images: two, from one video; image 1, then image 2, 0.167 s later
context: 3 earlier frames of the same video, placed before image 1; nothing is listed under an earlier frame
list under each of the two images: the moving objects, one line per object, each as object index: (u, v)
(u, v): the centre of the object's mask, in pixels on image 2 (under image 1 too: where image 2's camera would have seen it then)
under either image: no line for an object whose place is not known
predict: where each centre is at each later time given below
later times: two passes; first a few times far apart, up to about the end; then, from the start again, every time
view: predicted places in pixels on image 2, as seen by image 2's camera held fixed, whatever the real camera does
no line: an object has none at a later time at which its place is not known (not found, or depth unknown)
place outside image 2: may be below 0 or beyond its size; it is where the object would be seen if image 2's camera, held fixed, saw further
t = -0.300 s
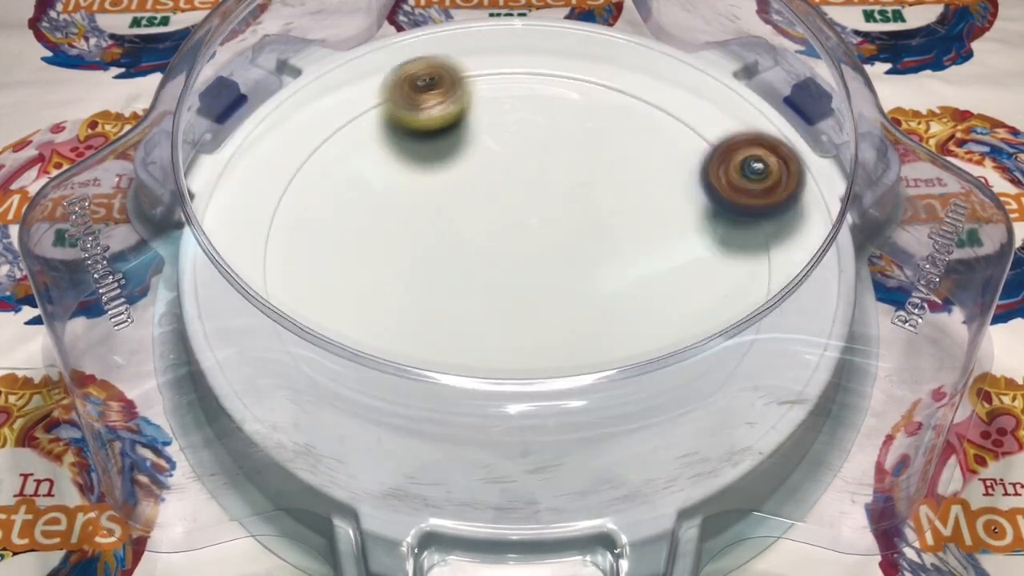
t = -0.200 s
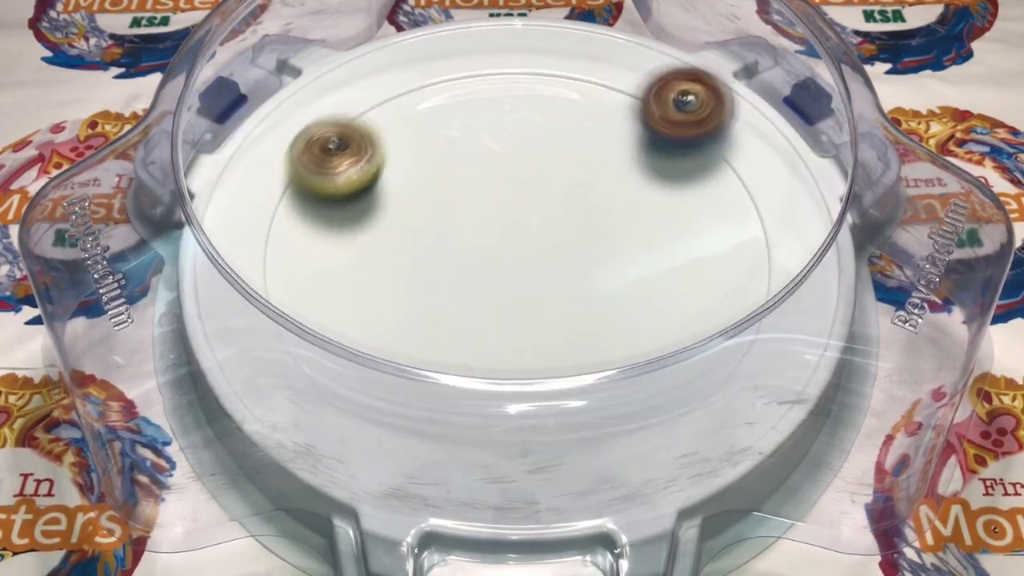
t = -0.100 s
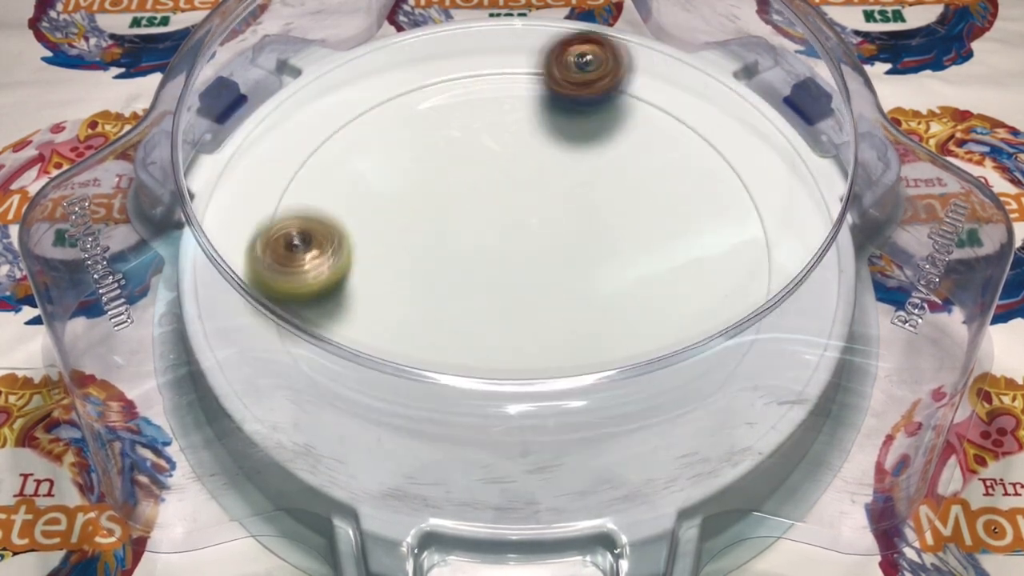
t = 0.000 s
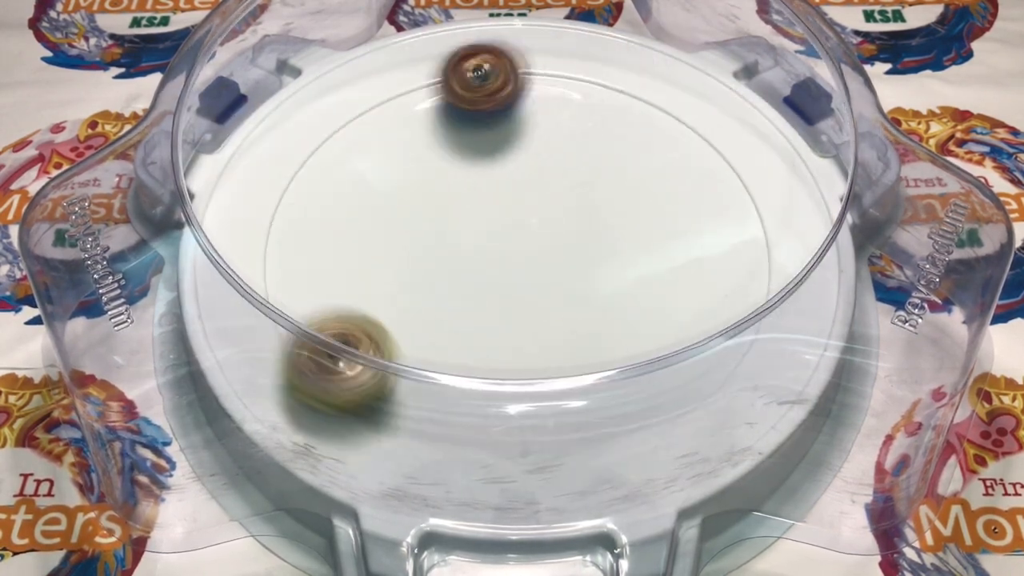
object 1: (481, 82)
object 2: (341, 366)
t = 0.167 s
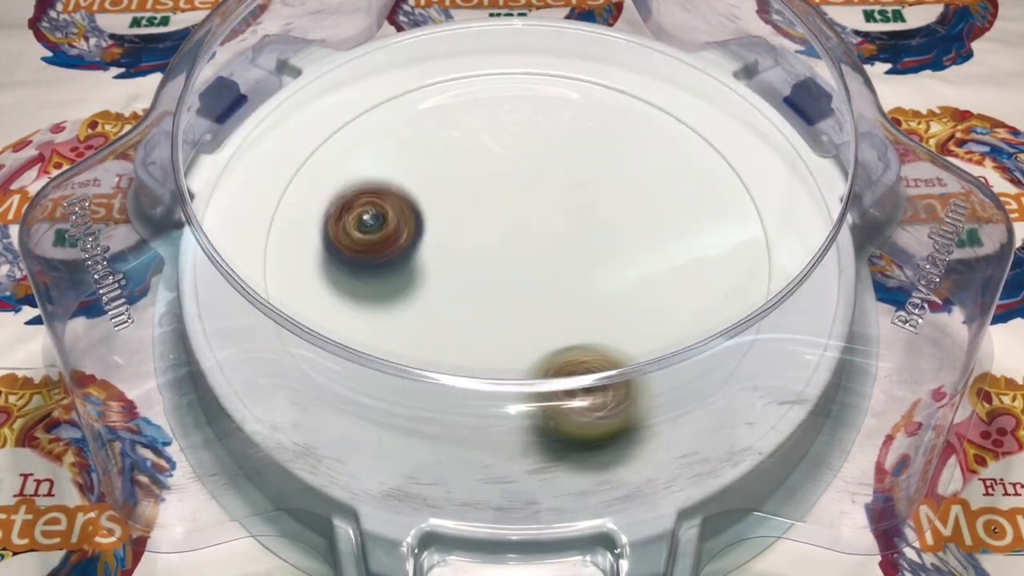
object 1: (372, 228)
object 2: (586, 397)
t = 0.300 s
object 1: (422, 356)
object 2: (725, 296)
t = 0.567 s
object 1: (691, 345)
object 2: (642, 88)
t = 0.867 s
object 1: (608, 127)
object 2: (359, 126)
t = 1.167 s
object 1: (291, 240)
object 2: (407, 389)
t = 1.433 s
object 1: (538, 407)
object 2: (741, 298)
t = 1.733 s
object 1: (646, 128)
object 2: (569, 65)
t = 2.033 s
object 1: (373, 94)
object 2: (296, 198)
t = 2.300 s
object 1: (389, 283)
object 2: (469, 430)
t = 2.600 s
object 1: (607, 233)
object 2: (834, 239)
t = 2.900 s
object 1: (438, 89)
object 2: (582, 270)
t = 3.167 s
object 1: (359, 180)
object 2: (371, 269)
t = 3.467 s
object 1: (505, 106)
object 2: (455, 427)
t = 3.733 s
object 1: (590, 162)
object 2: (537, 243)
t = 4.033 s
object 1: (628, 207)
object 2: (479, 129)
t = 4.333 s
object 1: (527, 262)
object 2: (522, 126)
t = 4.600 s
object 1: (446, 245)
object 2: (594, 183)
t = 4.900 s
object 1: (479, 196)
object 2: (625, 266)
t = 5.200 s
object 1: (564, 194)
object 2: (569, 325)
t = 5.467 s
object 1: (599, 244)
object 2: (484, 318)
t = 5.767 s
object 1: (518, 308)
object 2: (420, 255)
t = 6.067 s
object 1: (404, 260)
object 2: (460, 182)
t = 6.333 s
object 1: (428, 176)
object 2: (531, 149)
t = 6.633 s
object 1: (455, 165)
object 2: (699, 182)
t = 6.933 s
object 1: (528, 249)
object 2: (674, 256)
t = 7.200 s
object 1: (467, 291)
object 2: (590, 328)
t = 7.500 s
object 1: (497, 240)
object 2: (460, 324)
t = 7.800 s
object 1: (563, 174)
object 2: (412, 224)
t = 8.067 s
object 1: (597, 177)
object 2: (488, 151)
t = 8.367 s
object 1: (607, 276)
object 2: (603, 151)
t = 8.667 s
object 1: (610, 332)
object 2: (643, 241)
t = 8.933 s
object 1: (538, 332)
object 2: (594, 266)
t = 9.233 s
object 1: (490, 282)
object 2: (568, 206)
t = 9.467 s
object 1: (491, 268)
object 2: (588, 177)
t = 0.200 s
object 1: (372, 263)
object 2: (634, 382)
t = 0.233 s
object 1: (382, 299)
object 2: (672, 353)
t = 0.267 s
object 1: (399, 326)
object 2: (703, 328)
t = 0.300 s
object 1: (422, 356)
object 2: (725, 296)
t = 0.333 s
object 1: (455, 375)
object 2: (741, 266)
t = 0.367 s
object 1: (484, 395)
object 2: (747, 234)
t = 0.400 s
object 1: (519, 401)
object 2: (743, 203)
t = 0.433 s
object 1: (555, 397)
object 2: (732, 173)
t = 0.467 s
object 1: (593, 393)
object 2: (716, 145)
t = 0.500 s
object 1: (632, 380)
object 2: (695, 121)
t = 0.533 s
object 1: (660, 368)
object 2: (670, 102)
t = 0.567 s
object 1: (691, 345)
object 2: (642, 88)
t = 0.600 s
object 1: (711, 318)
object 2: (611, 78)
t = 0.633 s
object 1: (725, 289)
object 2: (578, 72)
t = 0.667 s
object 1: (737, 260)
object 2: (546, 70)
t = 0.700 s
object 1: (736, 230)
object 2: (513, 71)
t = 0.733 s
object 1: (724, 201)
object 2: (480, 75)
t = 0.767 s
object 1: (704, 178)
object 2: (447, 82)
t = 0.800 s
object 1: (676, 155)
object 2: (415, 93)
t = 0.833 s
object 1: (641, 139)
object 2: (385, 107)
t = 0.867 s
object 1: (608, 127)
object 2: (359, 126)
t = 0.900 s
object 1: (563, 121)
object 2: (337, 148)
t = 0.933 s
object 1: (524, 119)
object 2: (319, 175)
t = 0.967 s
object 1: (478, 120)
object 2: (307, 202)
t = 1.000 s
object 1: (439, 128)
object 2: (301, 234)
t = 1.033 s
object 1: (397, 139)
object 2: (304, 266)
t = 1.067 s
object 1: (362, 159)
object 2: (320, 294)
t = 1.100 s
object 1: (330, 180)
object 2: (337, 329)
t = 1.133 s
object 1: (307, 210)
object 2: (365, 366)
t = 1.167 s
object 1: (291, 240)
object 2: (407, 389)
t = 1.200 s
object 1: (289, 270)
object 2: (453, 408)
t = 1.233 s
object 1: (290, 303)
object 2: (504, 426)
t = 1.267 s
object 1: (308, 342)
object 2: (556, 424)
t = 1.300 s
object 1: (351, 363)
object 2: (607, 417)
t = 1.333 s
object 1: (395, 386)
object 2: (652, 393)
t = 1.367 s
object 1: (443, 400)
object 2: (693, 366)
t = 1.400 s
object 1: (494, 410)
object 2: (728, 335)
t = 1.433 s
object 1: (538, 407)
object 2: (741, 298)
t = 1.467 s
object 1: (585, 391)
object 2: (748, 265)
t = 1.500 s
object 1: (619, 370)
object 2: (751, 227)
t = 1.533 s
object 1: (650, 329)
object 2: (747, 193)
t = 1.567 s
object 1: (671, 308)
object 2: (735, 160)
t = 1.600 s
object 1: (687, 266)
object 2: (707, 134)
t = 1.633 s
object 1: (689, 233)
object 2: (677, 110)
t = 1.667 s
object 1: (681, 193)
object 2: (645, 88)
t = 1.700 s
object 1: (669, 159)
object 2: (610, 72)
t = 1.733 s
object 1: (646, 128)
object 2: (569, 65)
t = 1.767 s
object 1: (621, 101)
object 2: (529, 64)
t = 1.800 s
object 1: (594, 81)
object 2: (489, 68)
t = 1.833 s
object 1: (561, 64)
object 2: (451, 75)
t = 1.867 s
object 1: (530, 54)
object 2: (416, 87)
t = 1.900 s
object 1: (492, 48)
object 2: (383, 103)
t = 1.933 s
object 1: (460, 53)
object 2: (354, 121)
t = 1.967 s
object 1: (428, 65)
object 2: (330, 144)
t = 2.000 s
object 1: (398, 76)
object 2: (310, 171)
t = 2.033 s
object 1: (373, 94)
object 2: (296, 198)
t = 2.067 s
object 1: (349, 111)
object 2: (288, 229)
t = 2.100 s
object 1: (336, 131)
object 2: (290, 262)
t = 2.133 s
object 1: (327, 153)
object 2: (306, 290)
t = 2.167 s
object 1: (323, 176)
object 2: (319, 327)
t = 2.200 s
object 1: (330, 200)
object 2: (345, 361)
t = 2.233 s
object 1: (341, 228)
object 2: (380, 392)
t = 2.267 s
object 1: (362, 254)
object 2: (422, 419)
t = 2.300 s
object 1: (389, 283)
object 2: (469, 430)
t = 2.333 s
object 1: (416, 302)
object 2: (521, 433)
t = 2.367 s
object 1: (454, 317)
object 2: (573, 427)
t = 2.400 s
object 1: (488, 328)
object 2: (617, 418)
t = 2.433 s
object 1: (525, 329)
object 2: (659, 392)
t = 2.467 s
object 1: (570, 320)
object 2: (694, 365)
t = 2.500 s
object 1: (602, 311)
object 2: (724, 333)
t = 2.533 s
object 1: (629, 295)
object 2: (746, 302)
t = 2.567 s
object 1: (625, 264)
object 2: (787, 267)
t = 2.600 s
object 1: (607, 233)
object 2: (834, 239)
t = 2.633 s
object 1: (588, 204)
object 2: (842, 235)
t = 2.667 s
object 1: (570, 175)
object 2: (821, 245)
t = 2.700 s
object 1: (552, 152)
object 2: (792, 251)
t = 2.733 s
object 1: (534, 133)
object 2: (762, 256)
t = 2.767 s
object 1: (517, 119)
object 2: (733, 266)
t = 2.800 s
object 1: (499, 109)
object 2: (698, 270)
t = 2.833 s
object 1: (478, 100)
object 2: (660, 273)
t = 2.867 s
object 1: (457, 93)
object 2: (620, 272)
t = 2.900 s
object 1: (438, 89)
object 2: (582, 270)
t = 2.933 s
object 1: (419, 89)
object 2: (544, 268)
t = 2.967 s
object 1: (400, 92)
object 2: (510, 264)
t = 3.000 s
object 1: (381, 98)
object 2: (481, 262)
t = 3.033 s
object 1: (364, 109)
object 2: (453, 258)
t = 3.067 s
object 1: (353, 124)
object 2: (429, 256)
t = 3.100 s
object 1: (348, 142)
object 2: (405, 255)
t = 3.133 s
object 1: (350, 164)
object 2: (387, 256)
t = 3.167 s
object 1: (359, 180)
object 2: (371, 269)
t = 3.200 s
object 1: (374, 161)
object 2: (356, 311)
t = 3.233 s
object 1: (391, 144)
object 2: (341, 356)
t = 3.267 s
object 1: (408, 131)
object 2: (339, 389)
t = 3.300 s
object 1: (425, 120)
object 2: (355, 415)
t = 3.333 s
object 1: (442, 112)
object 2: (369, 436)
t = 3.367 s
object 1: (458, 107)
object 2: (391, 443)
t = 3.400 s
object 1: (475, 105)
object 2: (415, 442)
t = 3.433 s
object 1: (490, 104)
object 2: (437, 436)
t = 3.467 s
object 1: (505, 106)
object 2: (455, 427)
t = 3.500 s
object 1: (519, 109)
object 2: (472, 421)
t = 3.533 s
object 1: (533, 114)
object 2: (492, 393)
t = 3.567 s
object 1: (545, 120)
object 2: (507, 369)
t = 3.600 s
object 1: (557, 127)
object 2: (518, 344)
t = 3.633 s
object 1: (567, 135)
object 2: (527, 320)
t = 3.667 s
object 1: (576, 144)
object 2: (533, 294)
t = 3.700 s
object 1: (584, 152)
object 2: (537, 268)
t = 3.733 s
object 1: (590, 162)
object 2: (537, 243)
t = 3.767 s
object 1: (603, 163)
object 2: (527, 225)
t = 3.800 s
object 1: (618, 164)
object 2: (513, 211)
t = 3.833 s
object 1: (629, 168)
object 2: (503, 197)
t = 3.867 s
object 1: (636, 172)
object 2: (495, 184)
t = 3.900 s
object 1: (638, 178)
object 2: (490, 171)
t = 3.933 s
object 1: (639, 184)
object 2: (486, 158)
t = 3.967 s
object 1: (636, 192)
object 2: (483, 147)
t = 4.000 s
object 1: (633, 200)
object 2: (480, 137)
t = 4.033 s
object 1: (628, 207)
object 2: (479, 129)
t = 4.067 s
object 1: (621, 215)
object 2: (479, 122)
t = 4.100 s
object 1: (613, 223)
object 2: (482, 118)
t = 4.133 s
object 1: (604, 229)
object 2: (485, 115)
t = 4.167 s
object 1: (593, 235)
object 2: (489, 114)
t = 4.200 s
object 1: (582, 241)
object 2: (494, 113)
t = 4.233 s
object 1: (570, 247)
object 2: (500, 114)
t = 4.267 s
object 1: (556, 254)
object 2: (506, 117)
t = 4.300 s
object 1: (542, 259)
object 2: (514, 121)
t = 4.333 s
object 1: (527, 262)
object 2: (522, 126)
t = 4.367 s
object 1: (513, 265)
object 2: (529, 132)
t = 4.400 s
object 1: (500, 265)
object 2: (537, 138)
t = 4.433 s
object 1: (487, 264)
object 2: (546, 145)
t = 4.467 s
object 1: (477, 263)
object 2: (555, 152)
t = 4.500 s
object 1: (467, 261)
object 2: (565, 160)
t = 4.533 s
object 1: (459, 256)
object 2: (575, 167)
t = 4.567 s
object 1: (452, 251)
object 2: (585, 175)
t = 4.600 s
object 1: (446, 245)
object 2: (594, 183)
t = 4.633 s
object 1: (442, 239)
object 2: (602, 192)
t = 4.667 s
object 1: (439, 232)
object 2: (609, 200)
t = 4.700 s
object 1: (440, 225)
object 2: (616, 209)
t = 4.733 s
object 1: (444, 220)
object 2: (622, 218)
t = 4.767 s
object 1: (450, 215)
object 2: (626, 227)
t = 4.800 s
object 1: (456, 210)
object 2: (629, 236)
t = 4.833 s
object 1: (464, 205)
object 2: (629, 246)
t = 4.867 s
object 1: (471, 200)
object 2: (627, 256)
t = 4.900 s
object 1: (479, 196)
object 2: (625, 266)
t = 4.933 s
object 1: (487, 192)
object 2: (621, 275)
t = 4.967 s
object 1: (495, 190)
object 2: (617, 283)
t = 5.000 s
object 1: (504, 190)
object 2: (613, 291)
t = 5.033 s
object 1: (515, 189)
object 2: (608, 299)
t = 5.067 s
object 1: (526, 188)
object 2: (602, 306)
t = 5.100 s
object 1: (536, 186)
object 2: (595, 312)
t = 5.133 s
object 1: (545, 187)
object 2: (588, 317)
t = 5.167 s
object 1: (554, 189)
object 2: (580, 322)
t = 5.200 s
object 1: (564, 194)
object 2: (569, 325)
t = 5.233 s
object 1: (573, 199)
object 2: (559, 327)
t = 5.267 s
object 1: (582, 203)
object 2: (549, 328)
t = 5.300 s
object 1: (590, 207)
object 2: (538, 328)
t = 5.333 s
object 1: (595, 212)
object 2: (527, 327)
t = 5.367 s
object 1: (597, 219)
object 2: (517, 326)
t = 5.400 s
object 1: (599, 228)
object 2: (506, 324)
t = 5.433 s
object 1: (599, 237)
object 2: (495, 321)
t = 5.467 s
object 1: (599, 244)
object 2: (484, 318)
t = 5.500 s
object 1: (598, 251)
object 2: (473, 313)
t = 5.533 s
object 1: (594, 259)
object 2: (463, 308)
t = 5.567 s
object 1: (587, 268)
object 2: (454, 302)
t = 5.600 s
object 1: (579, 277)
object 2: (445, 296)
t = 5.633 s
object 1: (570, 285)
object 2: (438, 289)
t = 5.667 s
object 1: (562, 293)
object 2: (431, 281)
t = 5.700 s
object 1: (550, 299)
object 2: (426, 273)
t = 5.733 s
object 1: (535, 304)
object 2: (423, 264)
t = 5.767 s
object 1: (518, 308)
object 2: (420, 255)
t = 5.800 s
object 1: (503, 310)
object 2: (420, 246)
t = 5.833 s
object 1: (488, 310)
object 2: (420, 237)
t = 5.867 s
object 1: (475, 308)
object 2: (422, 229)
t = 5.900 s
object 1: (459, 303)
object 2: (426, 220)
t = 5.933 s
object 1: (443, 296)
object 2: (430, 211)
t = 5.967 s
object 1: (430, 290)
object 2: (436, 203)
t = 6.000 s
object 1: (421, 282)
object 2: (443, 196)
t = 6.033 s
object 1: (412, 272)
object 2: (451, 189)
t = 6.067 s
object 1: (404, 260)
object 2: (460, 182)
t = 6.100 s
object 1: (398, 247)
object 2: (469, 175)
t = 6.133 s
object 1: (396, 236)
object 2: (477, 169)
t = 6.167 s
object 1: (397, 226)
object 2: (486, 163)
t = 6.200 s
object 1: (400, 213)
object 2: (494, 158)
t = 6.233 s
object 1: (403, 201)
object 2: (503, 155)
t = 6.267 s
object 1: (408, 191)
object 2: (512, 152)
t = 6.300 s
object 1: (417, 184)
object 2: (522, 150)
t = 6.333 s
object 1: (428, 176)
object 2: (531, 149)
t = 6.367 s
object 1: (439, 169)
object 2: (540, 149)
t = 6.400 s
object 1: (449, 163)
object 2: (549, 150)
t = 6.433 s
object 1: (448, 156)
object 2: (576, 155)
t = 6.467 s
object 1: (441, 149)
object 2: (608, 160)
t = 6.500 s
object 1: (434, 146)
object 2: (636, 165)
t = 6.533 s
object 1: (435, 149)
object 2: (657, 170)
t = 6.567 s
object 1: (441, 151)
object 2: (674, 174)
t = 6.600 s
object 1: (446, 156)
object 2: (688, 178)
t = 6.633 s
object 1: (455, 165)
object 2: (699, 182)
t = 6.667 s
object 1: (466, 172)
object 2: (706, 186)
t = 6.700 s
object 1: (475, 180)
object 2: (711, 192)
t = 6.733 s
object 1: (484, 191)
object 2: (714, 198)
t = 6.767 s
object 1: (495, 201)
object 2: (713, 206)
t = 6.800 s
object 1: (504, 209)
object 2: (711, 215)
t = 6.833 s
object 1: (511, 220)
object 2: (706, 225)
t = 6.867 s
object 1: (518, 231)
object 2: (698, 235)
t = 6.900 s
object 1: (525, 239)
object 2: (687, 246)
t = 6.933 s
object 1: (528, 249)
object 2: (674, 256)
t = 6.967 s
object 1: (530, 259)
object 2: (659, 266)
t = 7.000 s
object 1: (532, 267)
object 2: (644, 276)
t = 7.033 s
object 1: (530, 277)
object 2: (626, 286)
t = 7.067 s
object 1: (511, 283)
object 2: (622, 297)
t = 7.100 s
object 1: (498, 287)
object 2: (619, 307)
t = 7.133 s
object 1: (484, 289)
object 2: (613, 315)
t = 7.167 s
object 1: (473, 290)
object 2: (603, 321)
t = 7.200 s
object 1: (467, 291)
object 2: (590, 328)
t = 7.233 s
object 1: (461, 286)
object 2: (576, 332)
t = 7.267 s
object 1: (457, 282)
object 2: (563, 335)
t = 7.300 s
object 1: (460, 281)
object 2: (547, 337)
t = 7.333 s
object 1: (461, 271)
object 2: (531, 338)
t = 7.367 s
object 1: (466, 269)
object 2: (515, 336)
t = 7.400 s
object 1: (474, 263)
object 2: (500, 337)
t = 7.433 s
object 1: (481, 254)
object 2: (486, 335)
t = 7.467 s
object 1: (489, 251)
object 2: (472, 332)
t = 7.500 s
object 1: (497, 240)
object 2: (460, 324)
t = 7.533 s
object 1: (504, 233)
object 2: (448, 316)
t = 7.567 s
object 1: (511, 226)
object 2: (437, 305)
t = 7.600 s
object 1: (517, 216)
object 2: (428, 295)
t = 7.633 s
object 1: (523, 209)
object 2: (420, 284)
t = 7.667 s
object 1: (532, 199)
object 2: (414, 272)
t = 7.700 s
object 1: (538, 193)
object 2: (411, 261)
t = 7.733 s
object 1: (548, 185)
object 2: (410, 248)
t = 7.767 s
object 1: (554, 179)
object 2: (410, 236)
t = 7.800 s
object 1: (563, 174)
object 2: (412, 224)
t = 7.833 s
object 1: (568, 169)
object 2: (416, 212)
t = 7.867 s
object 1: (577, 166)
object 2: (423, 201)
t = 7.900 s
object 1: (581, 164)
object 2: (432, 191)
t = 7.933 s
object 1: (588, 164)
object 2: (441, 181)
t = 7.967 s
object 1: (590, 167)
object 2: (452, 172)
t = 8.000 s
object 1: (594, 168)
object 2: (463, 163)
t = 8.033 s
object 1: (595, 173)
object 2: (475, 156)
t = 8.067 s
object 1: (597, 177)
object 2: (488, 151)
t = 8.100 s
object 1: (599, 184)
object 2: (501, 146)
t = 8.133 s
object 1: (599, 190)
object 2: (514, 141)
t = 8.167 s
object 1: (603, 198)
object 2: (527, 138)
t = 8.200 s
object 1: (603, 210)
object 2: (540, 136)
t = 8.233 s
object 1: (604, 219)
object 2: (554, 136)
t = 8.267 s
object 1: (606, 233)
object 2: (568, 138)
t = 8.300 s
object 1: (605, 249)
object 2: (580, 141)
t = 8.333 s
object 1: (605, 262)
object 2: (592, 145)
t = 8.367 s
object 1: (607, 276)
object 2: (603, 151)
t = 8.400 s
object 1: (607, 293)
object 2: (614, 158)
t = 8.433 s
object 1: (608, 305)
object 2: (624, 166)
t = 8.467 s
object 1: (610, 316)
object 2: (632, 173)
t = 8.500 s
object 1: (613, 322)
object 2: (638, 184)
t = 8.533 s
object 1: (615, 326)
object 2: (643, 195)
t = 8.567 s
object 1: (615, 331)
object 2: (646, 207)
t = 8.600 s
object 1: (614, 331)
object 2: (648, 218)
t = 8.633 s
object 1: (612, 332)
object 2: (646, 229)
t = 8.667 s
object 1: (610, 332)
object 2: (643, 241)
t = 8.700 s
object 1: (606, 331)
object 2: (639, 251)
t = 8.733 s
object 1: (594, 331)
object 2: (638, 256)
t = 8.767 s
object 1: (584, 332)
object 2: (634, 261)
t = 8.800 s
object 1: (574, 333)
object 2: (627, 265)
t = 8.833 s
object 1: (565, 334)
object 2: (619, 267)
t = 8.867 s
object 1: (556, 333)
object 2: (610, 268)
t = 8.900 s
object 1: (546, 333)
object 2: (602, 266)
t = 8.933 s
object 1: (538, 332)
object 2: (594, 266)
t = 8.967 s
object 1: (531, 329)
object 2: (586, 263)
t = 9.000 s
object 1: (525, 325)
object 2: (579, 259)
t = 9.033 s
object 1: (516, 320)
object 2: (573, 254)
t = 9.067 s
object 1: (507, 314)
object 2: (567, 248)
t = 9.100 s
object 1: (502, 306)
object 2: (561, 240)
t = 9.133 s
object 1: (501, 299)
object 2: (558, 233)
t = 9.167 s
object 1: (492, 294)
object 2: (564, 224)
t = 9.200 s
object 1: (490, 288)
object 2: (567, 214)
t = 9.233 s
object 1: (490, 282)
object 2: (568, 206)
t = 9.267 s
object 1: (489, 276)
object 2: (570, 199)
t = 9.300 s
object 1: (488, 272)
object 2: (572, 192)
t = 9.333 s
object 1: (489, 269)
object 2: (576, 188)
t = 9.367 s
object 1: (489, 268)
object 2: (579, 183)
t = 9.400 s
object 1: (489, 268)
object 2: (582, 180)
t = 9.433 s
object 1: (489, 269)
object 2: (585, 178)
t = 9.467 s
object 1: (491, 268)
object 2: (588, 177)
